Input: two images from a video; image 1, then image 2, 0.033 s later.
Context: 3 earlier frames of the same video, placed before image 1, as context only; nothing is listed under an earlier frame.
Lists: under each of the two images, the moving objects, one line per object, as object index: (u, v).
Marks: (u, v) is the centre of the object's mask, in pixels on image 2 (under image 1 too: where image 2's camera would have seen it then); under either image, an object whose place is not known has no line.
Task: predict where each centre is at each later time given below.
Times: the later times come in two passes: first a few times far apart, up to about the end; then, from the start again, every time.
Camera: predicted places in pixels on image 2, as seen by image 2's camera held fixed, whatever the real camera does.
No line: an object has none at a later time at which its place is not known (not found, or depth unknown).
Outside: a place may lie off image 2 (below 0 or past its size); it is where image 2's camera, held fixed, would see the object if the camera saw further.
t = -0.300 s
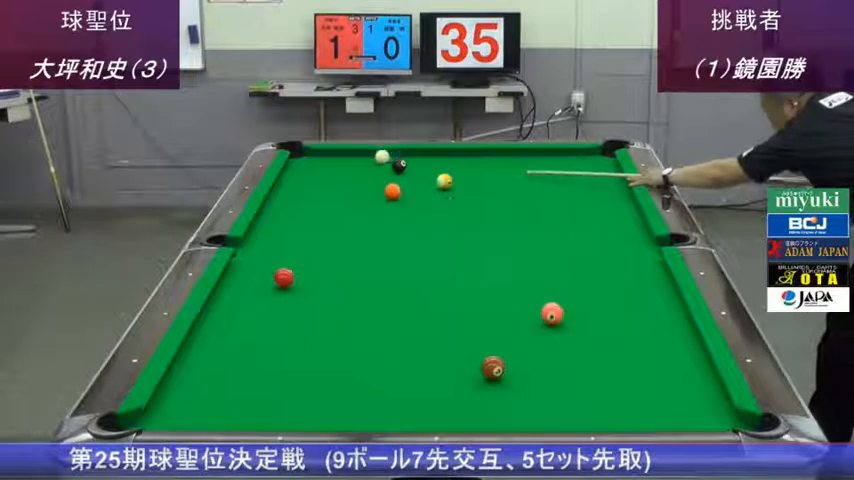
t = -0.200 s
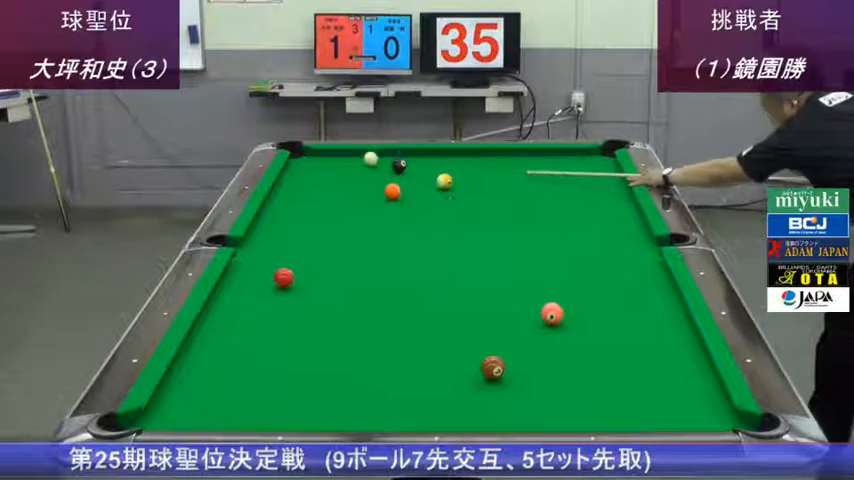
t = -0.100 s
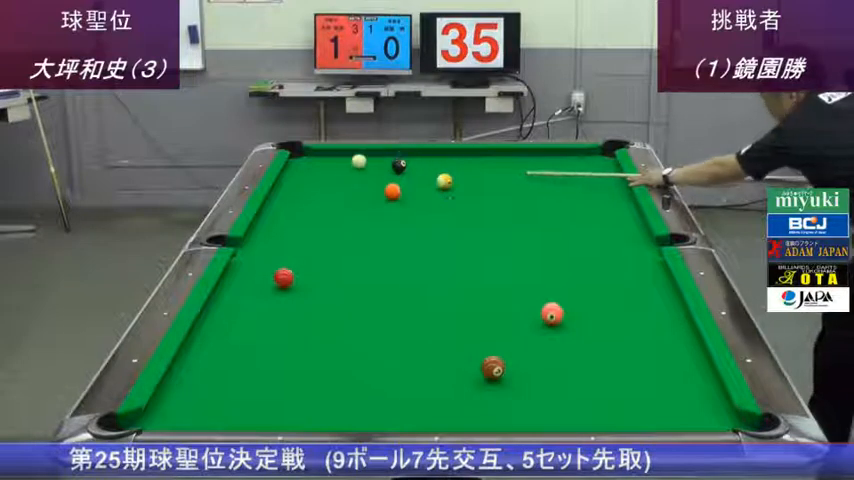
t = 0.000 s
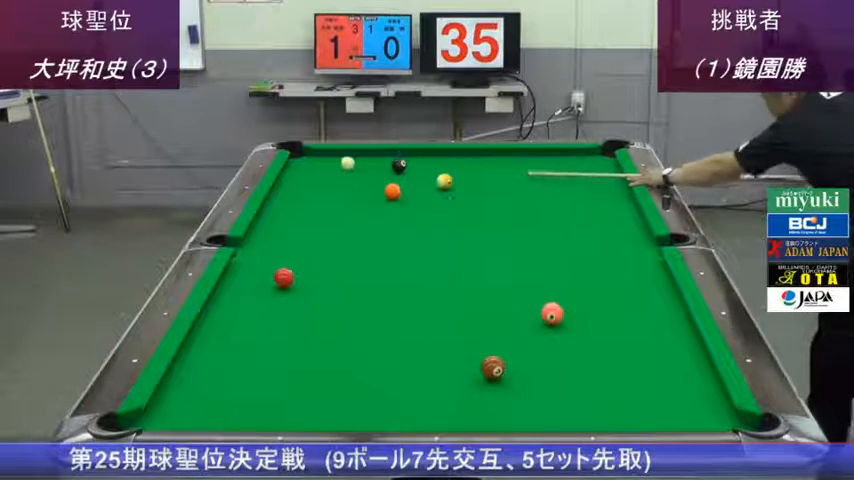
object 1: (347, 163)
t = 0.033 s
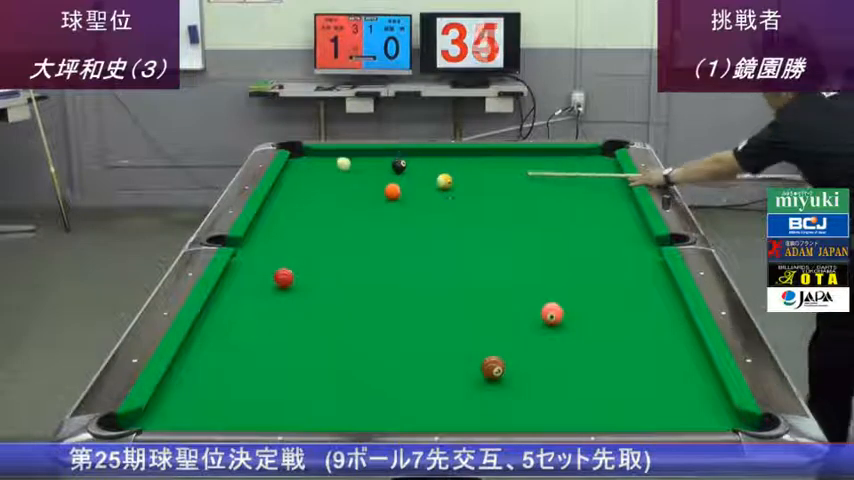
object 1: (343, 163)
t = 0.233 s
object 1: (320, 169)
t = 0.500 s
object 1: (289, 175)
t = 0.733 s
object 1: (294, 179)
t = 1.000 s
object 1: (306, 184)
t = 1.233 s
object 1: (316, 188)
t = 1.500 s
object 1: (327, 193)
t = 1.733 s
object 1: (335, 197)
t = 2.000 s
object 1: (346, 201)
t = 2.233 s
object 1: (355, 204)
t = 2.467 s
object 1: (364, 208)
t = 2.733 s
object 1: (372, 211)
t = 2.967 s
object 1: (379, 214)
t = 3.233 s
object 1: (386, 217)
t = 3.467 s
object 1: (393, 220)
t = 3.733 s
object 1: (398, 222)
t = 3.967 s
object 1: (403, 224)
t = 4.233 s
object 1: (408, 226)
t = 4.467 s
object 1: (411, 228)
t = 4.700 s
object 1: (413, 229)
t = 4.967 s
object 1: (416, 230)
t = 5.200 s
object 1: (418, 231)
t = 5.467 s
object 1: (419, 232)
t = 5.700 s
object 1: (419, 232)
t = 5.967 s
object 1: (420, 232)
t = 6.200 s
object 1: (420, 232)
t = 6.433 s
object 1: (420, 232)
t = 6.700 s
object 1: (420, 232)
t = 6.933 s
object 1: (420, 232)
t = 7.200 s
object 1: (420, 232)
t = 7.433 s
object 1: (420, 232)
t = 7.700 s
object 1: (420, 232)
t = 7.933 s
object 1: (420, 232)
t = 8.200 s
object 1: (420, 232)
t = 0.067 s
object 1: (340, 164)
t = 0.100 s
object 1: (335, 165)
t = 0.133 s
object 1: (331, 166)
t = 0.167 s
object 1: (328, 167)
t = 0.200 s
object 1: (323, 168)
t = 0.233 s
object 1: (320, 169)
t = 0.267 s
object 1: (315, 169)
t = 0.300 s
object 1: (312, 170)
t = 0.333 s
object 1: (308, 171)
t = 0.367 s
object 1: (305, 172)
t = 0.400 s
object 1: (301, 172)
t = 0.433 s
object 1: (296, 173)
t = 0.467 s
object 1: (292, 174)
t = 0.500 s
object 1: (289, 175)
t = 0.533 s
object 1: (285, 175)
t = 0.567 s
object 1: (286, 176)
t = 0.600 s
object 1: (288, 177)
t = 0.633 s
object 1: (289, 178)
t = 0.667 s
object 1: (291, 178)
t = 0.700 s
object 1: (293, 179)
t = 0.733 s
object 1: (294, 179)
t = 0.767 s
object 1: (295, 180)
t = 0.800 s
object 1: (297, 181)
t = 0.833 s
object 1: (299, 181)
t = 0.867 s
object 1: (300, 182)
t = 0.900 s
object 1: (302, 182)
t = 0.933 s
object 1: (303, 183)
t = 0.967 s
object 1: (304, 184)
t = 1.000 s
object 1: (306, 184)
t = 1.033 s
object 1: (307, 185)
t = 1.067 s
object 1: (309, 185)
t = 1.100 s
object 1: (310, 186)
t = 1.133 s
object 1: (311, 187)
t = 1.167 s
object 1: (313, 187)
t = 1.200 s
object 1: (314, 188)
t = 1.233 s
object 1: (316, 188)
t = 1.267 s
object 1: (317, 189)
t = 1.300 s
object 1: (319, 190)
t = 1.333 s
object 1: (320, 190)
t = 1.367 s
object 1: (321, 190)
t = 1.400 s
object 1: (323, 191)
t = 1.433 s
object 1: (324, 192)
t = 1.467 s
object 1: (325, 193)
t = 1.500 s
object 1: (327, 193)
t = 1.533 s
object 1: (328, 194)
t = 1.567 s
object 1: (329, 194)
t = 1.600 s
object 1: (331, 195)
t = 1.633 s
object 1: (332, 195)
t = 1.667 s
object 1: (333, 196)
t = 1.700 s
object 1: (334, 196)
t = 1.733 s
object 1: (335, 197)
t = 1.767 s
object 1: (337, 198)
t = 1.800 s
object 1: (339, 198)
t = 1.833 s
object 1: (340, 199)
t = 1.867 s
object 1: (341, 199)
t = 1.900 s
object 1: (342, 200)
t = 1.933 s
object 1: (343, 200)
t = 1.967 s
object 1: (345, 200)
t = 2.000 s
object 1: (346, 201)
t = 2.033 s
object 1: (348, 201)
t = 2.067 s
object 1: (348, 202)
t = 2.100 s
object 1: (350, 202)
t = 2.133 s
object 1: (351, 203)
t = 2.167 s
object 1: (353, 204)
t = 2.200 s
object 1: (354, 204)
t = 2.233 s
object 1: (355, 204)
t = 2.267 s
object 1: (356, 205)
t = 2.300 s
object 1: (357, 205)
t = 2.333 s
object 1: (359, 206)
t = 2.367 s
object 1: (359, 206)
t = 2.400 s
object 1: (361, 207)
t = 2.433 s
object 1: (362, 207)
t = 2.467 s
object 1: (364, 208)
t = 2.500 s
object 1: (364, 208)
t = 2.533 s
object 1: (366, 209)
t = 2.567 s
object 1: (367, 209)
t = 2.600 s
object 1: (368, 209)
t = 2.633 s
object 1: (368, 210)
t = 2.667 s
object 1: (369, 210)
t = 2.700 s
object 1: (371, 211)
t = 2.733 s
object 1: (372, 211)
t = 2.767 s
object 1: (373, 212)
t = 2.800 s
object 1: (374, 212)
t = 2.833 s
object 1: (375, 213)
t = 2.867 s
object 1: (376, 213)
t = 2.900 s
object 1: (377, 213)
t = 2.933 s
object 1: (378, 213)
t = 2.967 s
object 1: (379, 214)
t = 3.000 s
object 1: (380, 214)
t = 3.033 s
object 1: (382, 215)
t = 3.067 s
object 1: (382, 215)
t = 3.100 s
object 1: (383, 216)
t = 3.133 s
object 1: (384, 216)
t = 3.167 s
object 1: (385, 217)
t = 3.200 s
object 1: (385, 217)
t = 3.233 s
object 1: (386, 217)
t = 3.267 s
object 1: (387, 217)
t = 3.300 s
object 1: (388, 218)
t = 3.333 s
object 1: (389, 218)
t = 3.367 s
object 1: (390, 218)
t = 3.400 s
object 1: (391, 219)
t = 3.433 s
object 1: (392, 219)
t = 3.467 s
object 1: (393, 220)
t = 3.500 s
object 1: (394, 220)
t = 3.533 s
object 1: (395, 220)
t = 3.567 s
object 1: (395, 221)
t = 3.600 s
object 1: (395, 221)
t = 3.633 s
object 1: (396, 221)
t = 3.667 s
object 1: (396, 221)
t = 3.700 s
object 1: (397, 221)
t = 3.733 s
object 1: (398, 222)
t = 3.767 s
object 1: (399, 223)
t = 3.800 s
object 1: (400, 223)
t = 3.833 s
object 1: (401, 223)
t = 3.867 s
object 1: (402, 223)
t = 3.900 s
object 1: (402, 224)
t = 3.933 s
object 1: (403, 224)
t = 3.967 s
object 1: (403, 224)
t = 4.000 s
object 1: (403, 224)
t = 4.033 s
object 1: (404, 224)
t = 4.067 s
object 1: (405, 225)
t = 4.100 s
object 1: (405, 225)
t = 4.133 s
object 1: (406, 225)
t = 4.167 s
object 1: (407, 226)
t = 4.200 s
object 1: (407, 226)
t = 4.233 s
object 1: (408, 226)
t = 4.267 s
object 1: (408, 226)
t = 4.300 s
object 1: (408, 226)
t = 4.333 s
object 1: (409, 227)
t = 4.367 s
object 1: (409, 227)
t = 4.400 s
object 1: (409, 227)
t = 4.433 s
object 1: (411, 227)
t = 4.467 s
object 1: (411, 228)
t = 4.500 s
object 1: (411, 228)
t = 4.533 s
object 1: (411, 228)
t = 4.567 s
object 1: (412, 228)
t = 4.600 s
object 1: (412, 228)
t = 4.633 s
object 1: (413, 229)
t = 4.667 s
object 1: (413, 229)
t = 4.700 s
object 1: (413, 229)
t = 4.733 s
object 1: (414, 230)
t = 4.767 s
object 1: (414, 229)
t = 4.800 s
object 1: (414, 230)
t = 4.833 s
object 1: (415, 230)
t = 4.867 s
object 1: (415, 230)
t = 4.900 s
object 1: (415, 230)
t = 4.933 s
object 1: (415, 230)
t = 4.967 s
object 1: (416, 230)
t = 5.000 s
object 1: (416, 230)
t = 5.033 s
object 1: (416, 230)
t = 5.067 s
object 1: (417, 231)
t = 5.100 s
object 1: (417, 231)
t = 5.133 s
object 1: (417, 231)
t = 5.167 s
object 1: (418, 231)
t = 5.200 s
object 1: (418, 231)
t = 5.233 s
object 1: (418, 231)
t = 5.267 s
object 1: (418, 231)
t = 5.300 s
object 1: (418, 231)
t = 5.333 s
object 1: (418, 231)
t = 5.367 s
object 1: (418, 231)
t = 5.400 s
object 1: (419, 232)
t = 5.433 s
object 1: (419, 232)
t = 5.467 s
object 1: (419, 232)
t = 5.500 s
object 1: (419, 232)
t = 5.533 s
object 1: (419, 232)
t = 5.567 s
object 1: (419, 232)
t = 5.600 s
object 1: (419, 231)
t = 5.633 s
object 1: (419, 232)
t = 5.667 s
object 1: (419, 232)
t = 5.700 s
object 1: (419, 232)
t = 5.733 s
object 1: (419, 232)
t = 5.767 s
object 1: (419, 231)
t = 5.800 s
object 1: (419, 232)
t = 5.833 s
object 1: (419, 232)
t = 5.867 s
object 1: (419, 231)
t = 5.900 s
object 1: (420, 231)
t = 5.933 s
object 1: (420, 232)
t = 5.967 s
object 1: (420, 232)
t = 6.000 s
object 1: (420, 232)
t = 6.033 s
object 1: (420, 232)
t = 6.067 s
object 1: (420, 232)
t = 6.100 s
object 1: (420, 232)
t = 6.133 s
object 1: (420, 232)
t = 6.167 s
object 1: (420, 232)
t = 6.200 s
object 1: (420, 232)
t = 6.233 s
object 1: (420, 232)
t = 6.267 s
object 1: (420, 232)
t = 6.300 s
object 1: (420, 232)
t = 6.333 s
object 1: (420, 232)
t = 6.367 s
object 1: (420, 232)
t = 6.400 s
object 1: (420, 232)
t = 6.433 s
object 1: (420, 232)
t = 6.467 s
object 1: (420, 232)
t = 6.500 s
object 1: (420, 232)
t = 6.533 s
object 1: (420, 232)
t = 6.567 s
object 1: (420, 232)
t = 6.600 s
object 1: (420, 231)
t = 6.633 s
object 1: (420, 231)
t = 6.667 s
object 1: (420, 232)
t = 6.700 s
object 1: (420, 232)
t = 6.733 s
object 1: (420, 231)
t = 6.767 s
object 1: (420, 231)
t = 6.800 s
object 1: (420, 231)
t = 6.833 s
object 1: (420, 232)
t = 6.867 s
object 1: (420, 232)
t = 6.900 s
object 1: (420, 232)
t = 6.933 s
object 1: (420, 232)
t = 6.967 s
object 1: (420, 232)
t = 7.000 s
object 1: (420, 232)
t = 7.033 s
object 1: (420, 232)
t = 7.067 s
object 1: (420, 232)
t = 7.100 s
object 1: (420, 232)
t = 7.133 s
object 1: (420, 232)
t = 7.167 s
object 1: (420, 232)
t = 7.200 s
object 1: (420, 232)
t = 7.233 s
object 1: (420, 232)
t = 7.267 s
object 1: (420, 232)
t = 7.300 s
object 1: (420, 232)
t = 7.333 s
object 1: (420, 232)
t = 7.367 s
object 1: (420, 232)
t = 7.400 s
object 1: (420, 232)
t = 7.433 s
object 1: (420, 232)
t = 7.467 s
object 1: (420, 232)
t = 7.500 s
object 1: (420, 232)
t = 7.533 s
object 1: (420, 232)
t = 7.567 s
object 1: (420, 232)
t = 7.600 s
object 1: (420, 232)
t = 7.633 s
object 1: (420, 232)
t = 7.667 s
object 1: (420, 232)
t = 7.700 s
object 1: (420, 232)
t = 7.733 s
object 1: (420, 232)
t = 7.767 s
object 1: (420, 232)
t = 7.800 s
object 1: (420, 232)
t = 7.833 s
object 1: (420, 232)
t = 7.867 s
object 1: (420, 232)
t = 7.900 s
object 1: (420, 232)
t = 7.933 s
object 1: (420, 232)
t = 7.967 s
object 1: (420, 232)
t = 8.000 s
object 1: (420, 232)
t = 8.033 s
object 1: (420, 232)
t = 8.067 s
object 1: (420, 232)
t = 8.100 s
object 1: (420, 232)
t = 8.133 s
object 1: (420, 232)
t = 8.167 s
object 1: (420, 232)
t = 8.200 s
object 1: (420, 232)
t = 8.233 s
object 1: (420, 232)
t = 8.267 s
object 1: (420, 232)
